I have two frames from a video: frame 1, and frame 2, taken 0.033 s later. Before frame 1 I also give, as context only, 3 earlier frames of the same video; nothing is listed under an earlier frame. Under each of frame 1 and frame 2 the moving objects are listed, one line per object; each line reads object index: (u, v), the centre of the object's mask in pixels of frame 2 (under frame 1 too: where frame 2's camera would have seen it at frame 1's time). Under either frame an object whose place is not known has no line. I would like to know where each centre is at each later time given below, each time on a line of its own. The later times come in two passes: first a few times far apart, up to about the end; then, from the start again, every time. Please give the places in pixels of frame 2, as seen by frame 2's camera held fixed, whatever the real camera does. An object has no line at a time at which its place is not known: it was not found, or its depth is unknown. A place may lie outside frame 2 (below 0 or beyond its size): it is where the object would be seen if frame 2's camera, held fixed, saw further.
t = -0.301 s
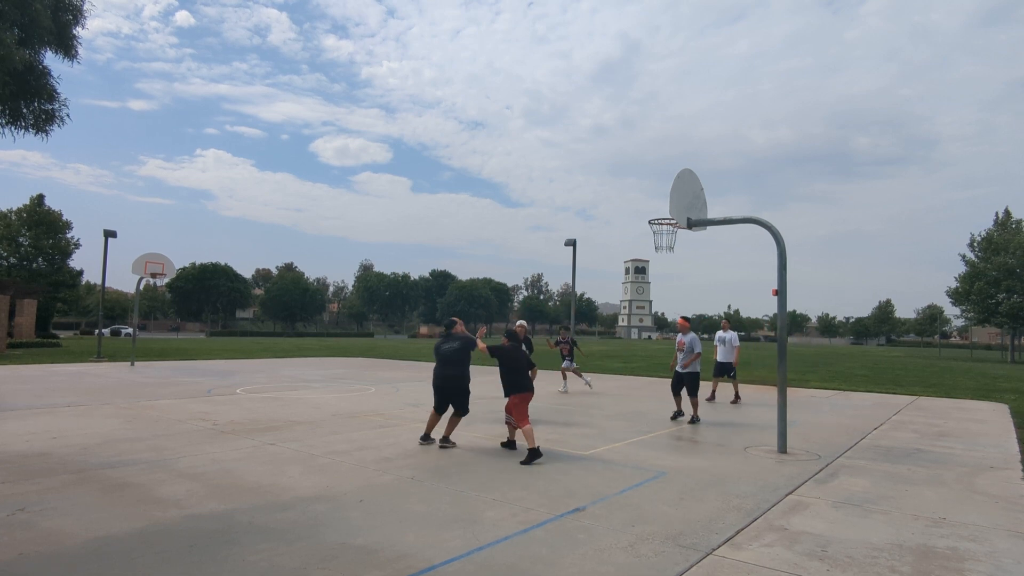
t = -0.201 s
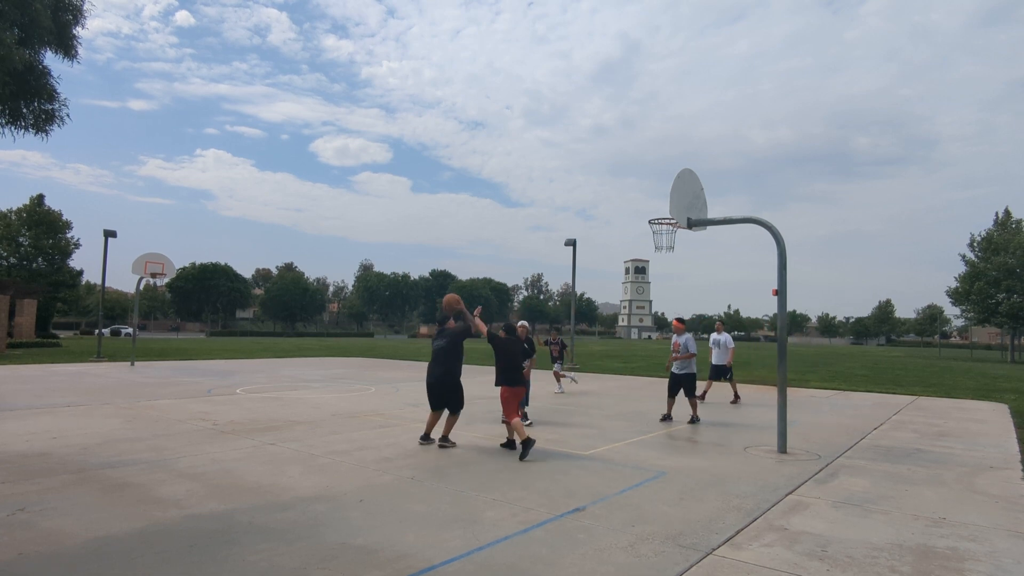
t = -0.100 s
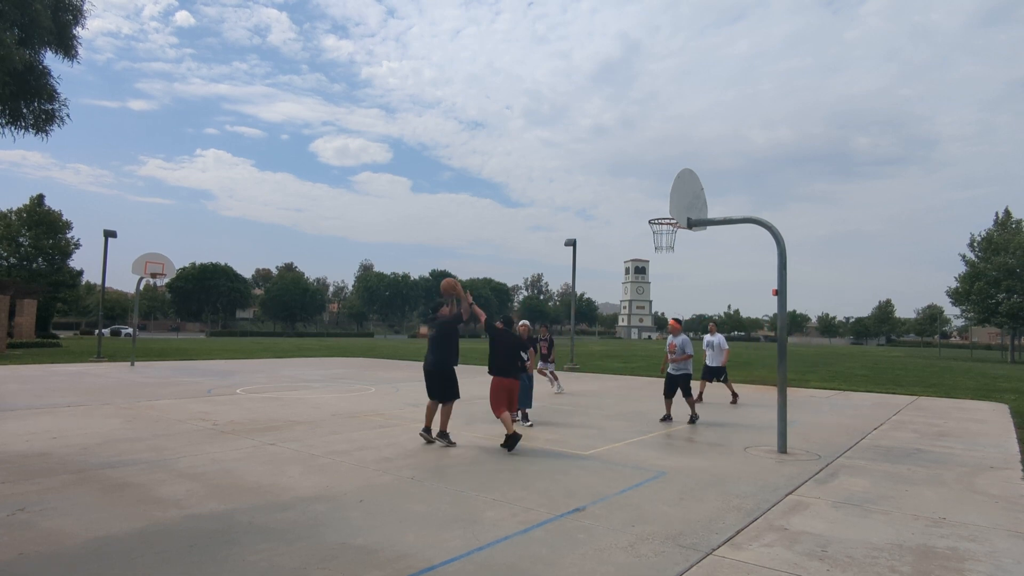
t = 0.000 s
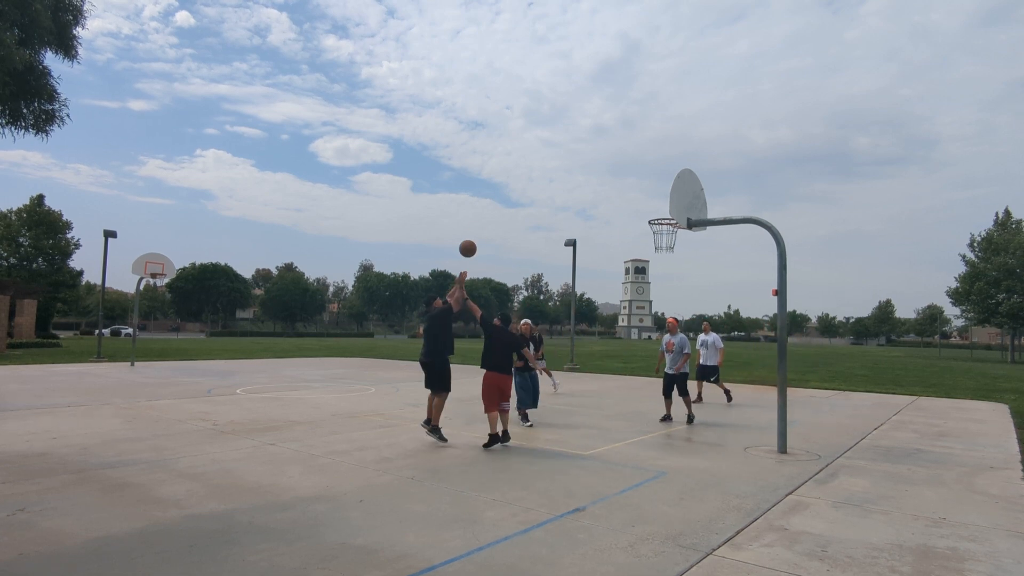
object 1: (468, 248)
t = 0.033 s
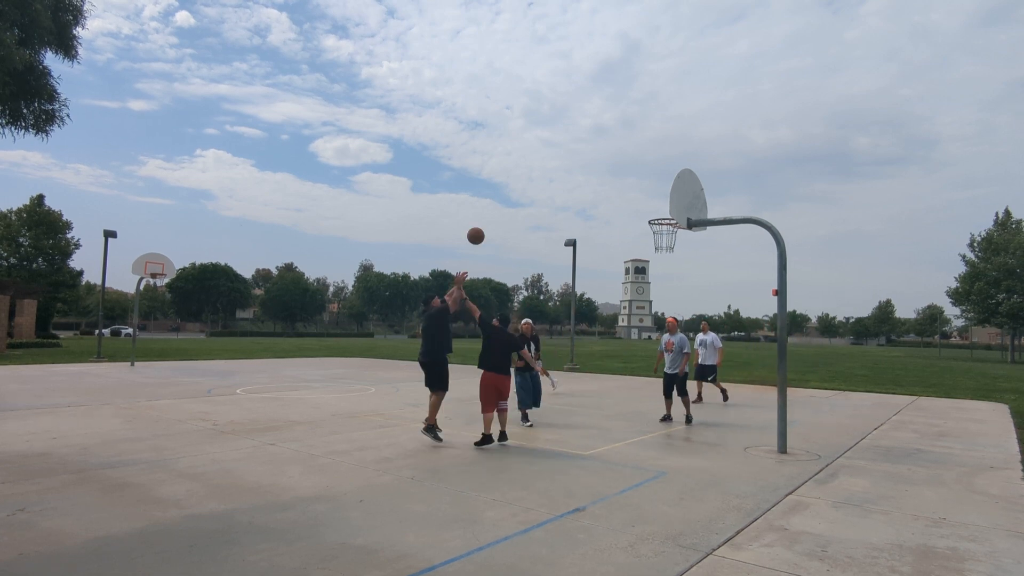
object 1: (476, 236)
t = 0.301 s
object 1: (536, 164)
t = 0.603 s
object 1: (598, 144)
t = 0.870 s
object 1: (650, 176)
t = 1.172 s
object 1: (664, 201)
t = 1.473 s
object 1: (641, 223)
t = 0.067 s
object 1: (483, 224)
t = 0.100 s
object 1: (491, 213)
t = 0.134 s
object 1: (499, 203)
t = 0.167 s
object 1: (507, 193)
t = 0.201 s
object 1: (514, 185)
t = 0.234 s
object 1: (521, 177)
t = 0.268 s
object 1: (529, 170)
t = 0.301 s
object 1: (536, 164)
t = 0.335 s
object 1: (543, 159)
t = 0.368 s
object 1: (550, 154)
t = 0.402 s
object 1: (557, 151)
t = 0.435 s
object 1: (564, 148)
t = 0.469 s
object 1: (571, 145)
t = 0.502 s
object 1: (578, 144)
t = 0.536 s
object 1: (585, 143)
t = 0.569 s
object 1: (591, 143)
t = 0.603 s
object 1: (598, 144)
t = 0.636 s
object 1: (605, 145)
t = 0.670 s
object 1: (611, 147)
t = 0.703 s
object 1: (618, 150)
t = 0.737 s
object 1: (624, 154)
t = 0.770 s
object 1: (631, 158)
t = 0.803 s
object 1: (637, 163)
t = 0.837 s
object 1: (644, 169)
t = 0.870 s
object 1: (650, 176)
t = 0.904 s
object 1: (656, 183)
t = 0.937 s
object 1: (662, 191)
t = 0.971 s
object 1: (665, 200)
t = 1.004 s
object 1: (668, 210)
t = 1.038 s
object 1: (669, 213)
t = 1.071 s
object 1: (667, 208)
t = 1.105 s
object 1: (666, 205)
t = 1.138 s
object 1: (665, 203)
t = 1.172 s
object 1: (664, 201)
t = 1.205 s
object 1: (662, 201)
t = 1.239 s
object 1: (660, 201)
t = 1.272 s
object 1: (658, 201)
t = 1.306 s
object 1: (655, 203)
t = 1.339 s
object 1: (652, 206)
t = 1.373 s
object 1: (649, 209)
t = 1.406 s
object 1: (647, 213)
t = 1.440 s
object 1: (644, 218)
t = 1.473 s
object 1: (641, 223)
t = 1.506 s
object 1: (638, 230)
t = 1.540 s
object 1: (635, 237)
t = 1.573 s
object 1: (632, 245)
